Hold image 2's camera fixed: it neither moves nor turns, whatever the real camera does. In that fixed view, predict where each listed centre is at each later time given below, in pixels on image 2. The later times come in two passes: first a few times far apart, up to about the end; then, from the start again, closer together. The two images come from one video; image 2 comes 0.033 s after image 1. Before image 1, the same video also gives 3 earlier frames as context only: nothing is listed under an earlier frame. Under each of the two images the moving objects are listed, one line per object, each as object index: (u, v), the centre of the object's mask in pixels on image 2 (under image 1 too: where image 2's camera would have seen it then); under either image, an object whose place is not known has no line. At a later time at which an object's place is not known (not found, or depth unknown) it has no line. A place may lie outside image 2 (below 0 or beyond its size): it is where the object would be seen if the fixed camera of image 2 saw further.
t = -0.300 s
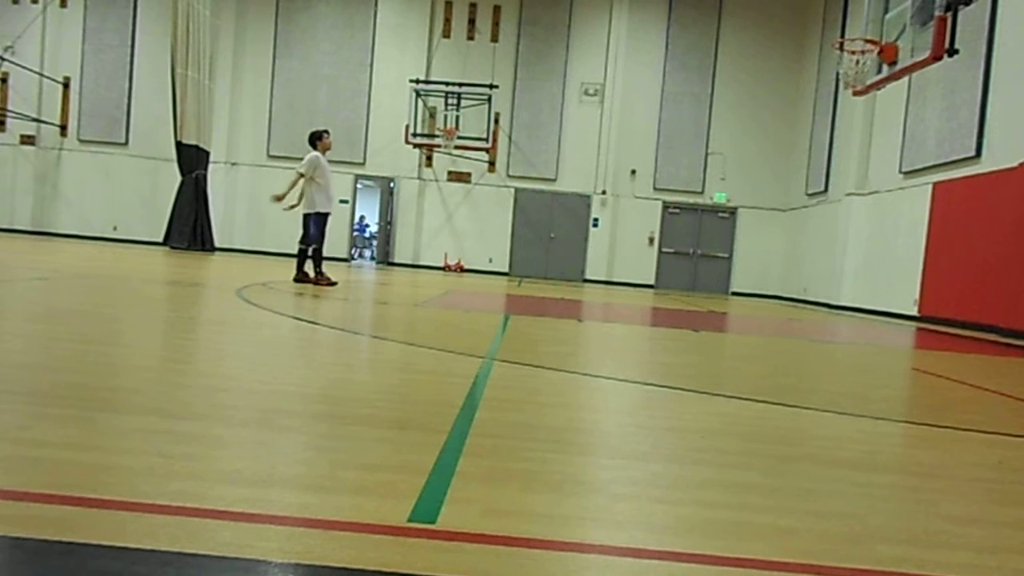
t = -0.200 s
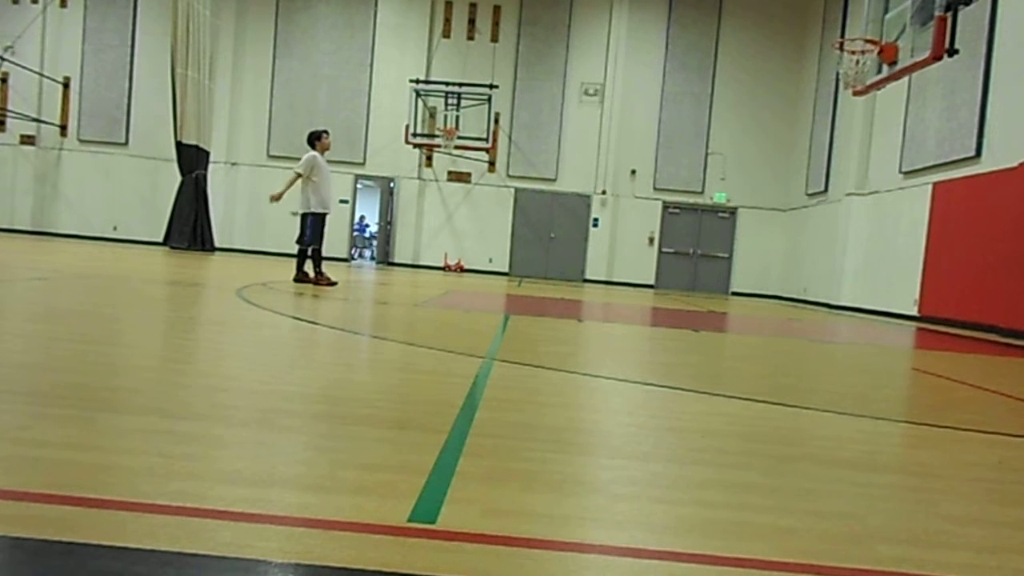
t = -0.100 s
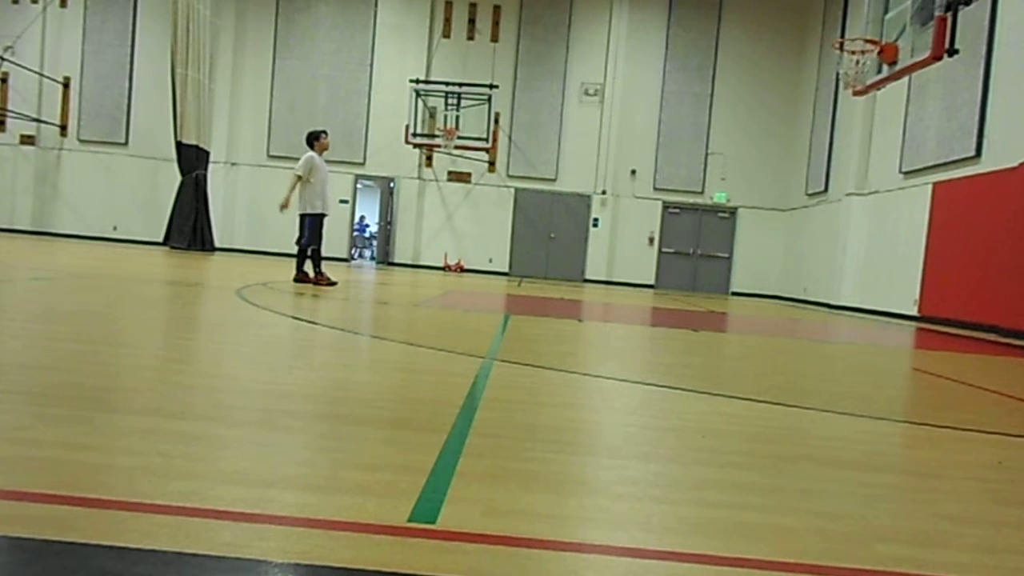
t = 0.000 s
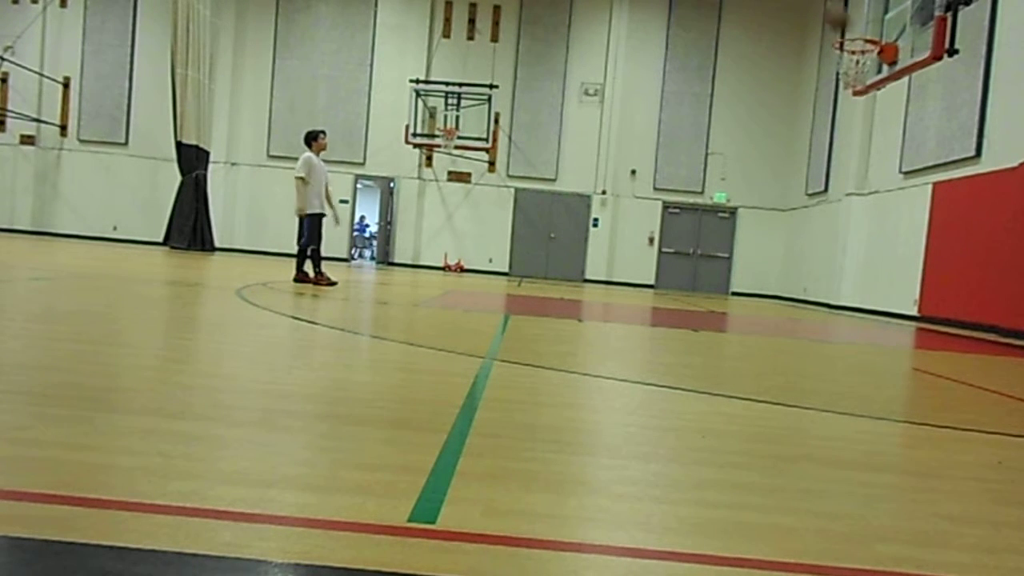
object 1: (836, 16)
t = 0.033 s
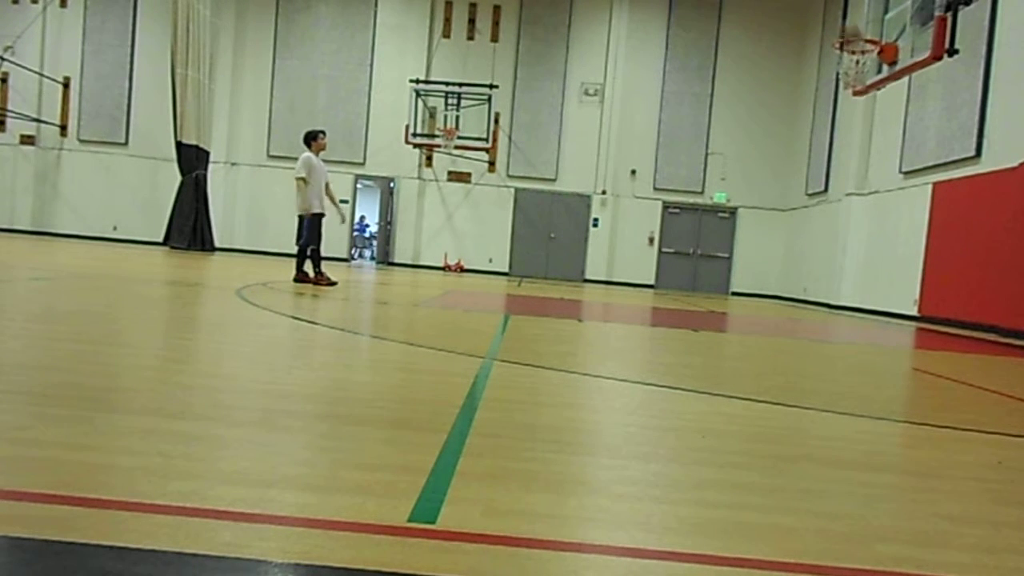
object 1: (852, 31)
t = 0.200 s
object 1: (877, 76)
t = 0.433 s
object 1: (869, 96)
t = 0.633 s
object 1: (857, 157)
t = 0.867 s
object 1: (841, 267)
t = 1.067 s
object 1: (832, 262)
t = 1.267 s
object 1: (826, 197)
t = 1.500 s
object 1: (815, 166)
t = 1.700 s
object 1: (801, 176)
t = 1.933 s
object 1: (782, 229)
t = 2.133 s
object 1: (763, 308)
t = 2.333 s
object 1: (760, 247)
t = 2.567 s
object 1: (752, 214)
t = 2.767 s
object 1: (743, 221)
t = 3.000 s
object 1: (727, 271)
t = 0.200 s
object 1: (877, 76)
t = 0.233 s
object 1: (876, 75)
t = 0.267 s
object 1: (876, 76)
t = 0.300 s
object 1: (878, 76)
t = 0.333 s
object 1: (876, 79)
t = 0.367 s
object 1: (874, 83)
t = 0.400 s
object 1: (871, 89)
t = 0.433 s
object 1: (869, 96)
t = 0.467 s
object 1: (867, 104)
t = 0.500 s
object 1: (865, 112)
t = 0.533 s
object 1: (863, 122)
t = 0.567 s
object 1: (861, 133)
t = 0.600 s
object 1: (859, 144)
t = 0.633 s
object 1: (857, 157)
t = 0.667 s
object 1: (856, 170)
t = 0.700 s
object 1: (853, 184)
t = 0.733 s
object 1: (851, 199)
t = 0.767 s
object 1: (849, 215)
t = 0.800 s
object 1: (846, 231)
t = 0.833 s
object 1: (844, 249)
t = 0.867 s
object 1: (841, 267)
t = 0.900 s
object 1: (838, 286)
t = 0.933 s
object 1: (835, 308)
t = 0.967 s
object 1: (834, 309)
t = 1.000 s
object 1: (833, 291)
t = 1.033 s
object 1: (833, 275)
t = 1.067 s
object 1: (832, 262)
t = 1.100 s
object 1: (831, 249)
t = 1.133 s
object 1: (830, 236)
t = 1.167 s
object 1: (830, 225)
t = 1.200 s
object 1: (829, 215)
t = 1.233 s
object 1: (827, 206)
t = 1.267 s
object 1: (826, 197)
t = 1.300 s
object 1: (825, 190)
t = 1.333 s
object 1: (823, 184)
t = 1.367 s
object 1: (822, 178)
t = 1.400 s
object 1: (820, 174)
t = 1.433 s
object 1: (818, 170)
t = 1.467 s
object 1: (816, 168)
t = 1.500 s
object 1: (815, 166)
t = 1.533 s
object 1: (813, 165)
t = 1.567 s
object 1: (811, 165)
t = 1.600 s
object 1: (808, 167)
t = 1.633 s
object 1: (806, 169)
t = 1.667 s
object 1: (804, 172)
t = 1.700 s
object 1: (801, 176)
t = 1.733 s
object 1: (799, 180)
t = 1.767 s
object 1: (796, 186)
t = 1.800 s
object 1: (793, 193)
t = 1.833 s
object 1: (791, 201)
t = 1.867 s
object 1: (788, 209)
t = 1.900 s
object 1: (785, 219)
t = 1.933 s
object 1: (782, 229)
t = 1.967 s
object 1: (779, 240)
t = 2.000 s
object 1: (776, 252)
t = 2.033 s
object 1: (773, 265)
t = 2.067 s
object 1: (769, 278)
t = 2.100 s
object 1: (766, 293)
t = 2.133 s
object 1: (763, 308)
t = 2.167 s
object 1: (762, 299)
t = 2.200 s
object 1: (761, 287)
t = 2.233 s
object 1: (761, 275)
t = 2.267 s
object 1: (761, 265)
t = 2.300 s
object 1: (760, 256)
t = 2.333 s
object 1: (760, 247)
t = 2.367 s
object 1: (759, 240)
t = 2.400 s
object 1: (758, 233)
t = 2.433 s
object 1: (757, 228)
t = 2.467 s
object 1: (756, 223)
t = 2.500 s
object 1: (755, 219)
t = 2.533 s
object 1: (754, 216)
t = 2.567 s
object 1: (752, 214)
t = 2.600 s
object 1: (751, 213)
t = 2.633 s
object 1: (749, 213)
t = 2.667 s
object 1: (748, 214)
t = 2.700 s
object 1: (746, 215)
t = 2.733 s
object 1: (744, 218)
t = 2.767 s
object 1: (743, 221)
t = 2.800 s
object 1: (741, 226)
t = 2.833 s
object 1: (739, 231)
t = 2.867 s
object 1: (737, 238)
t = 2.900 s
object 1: (735, 244)
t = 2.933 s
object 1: (732, 253)
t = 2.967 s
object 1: (730, 261)
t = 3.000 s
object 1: (727, 271)
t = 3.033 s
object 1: (725, 282)
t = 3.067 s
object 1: (722, 293)
